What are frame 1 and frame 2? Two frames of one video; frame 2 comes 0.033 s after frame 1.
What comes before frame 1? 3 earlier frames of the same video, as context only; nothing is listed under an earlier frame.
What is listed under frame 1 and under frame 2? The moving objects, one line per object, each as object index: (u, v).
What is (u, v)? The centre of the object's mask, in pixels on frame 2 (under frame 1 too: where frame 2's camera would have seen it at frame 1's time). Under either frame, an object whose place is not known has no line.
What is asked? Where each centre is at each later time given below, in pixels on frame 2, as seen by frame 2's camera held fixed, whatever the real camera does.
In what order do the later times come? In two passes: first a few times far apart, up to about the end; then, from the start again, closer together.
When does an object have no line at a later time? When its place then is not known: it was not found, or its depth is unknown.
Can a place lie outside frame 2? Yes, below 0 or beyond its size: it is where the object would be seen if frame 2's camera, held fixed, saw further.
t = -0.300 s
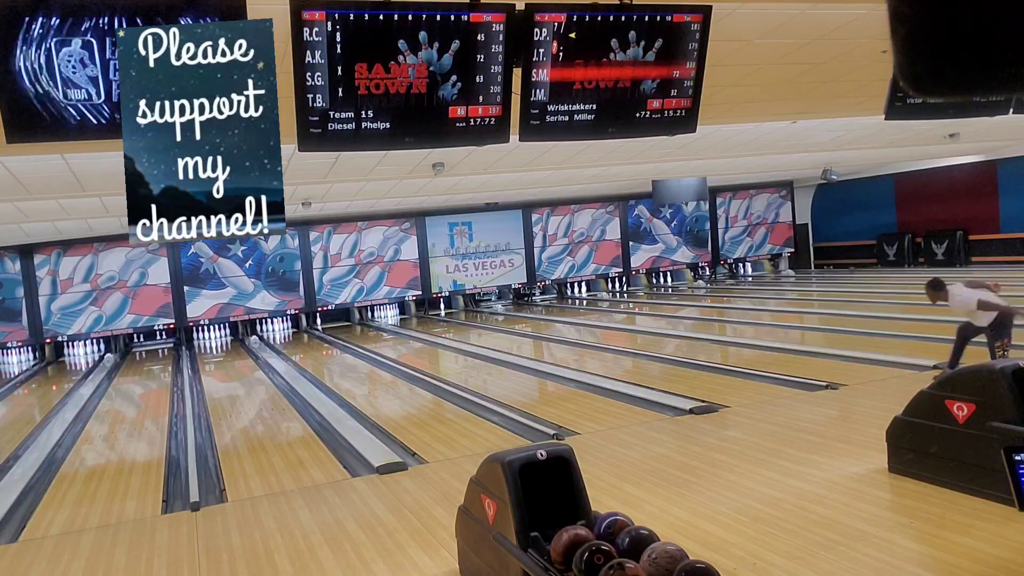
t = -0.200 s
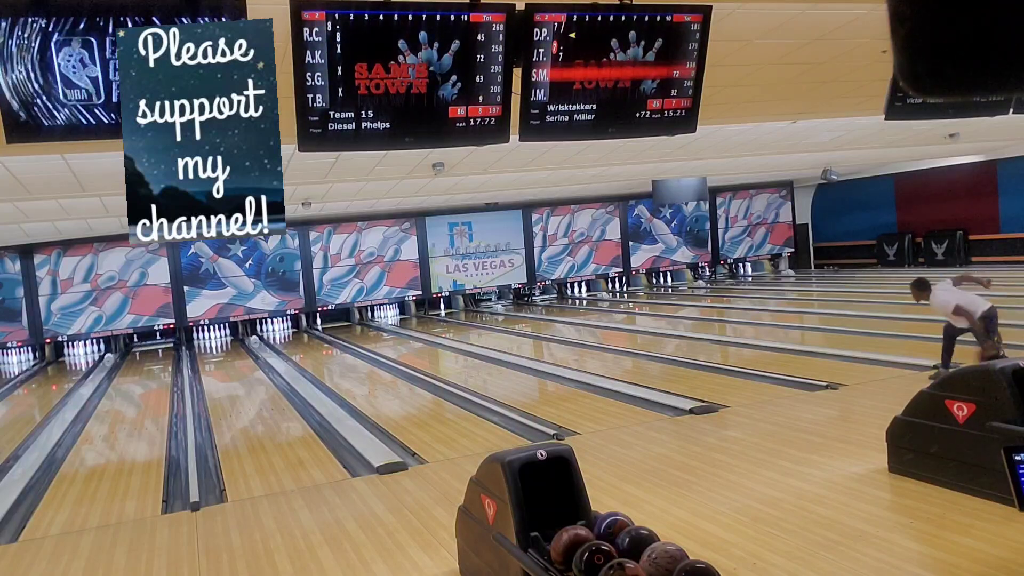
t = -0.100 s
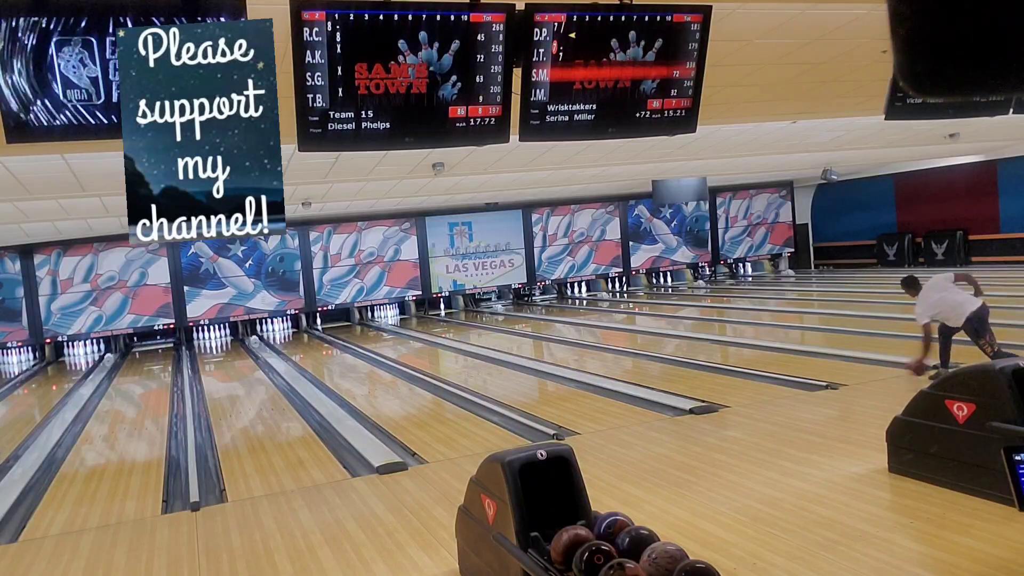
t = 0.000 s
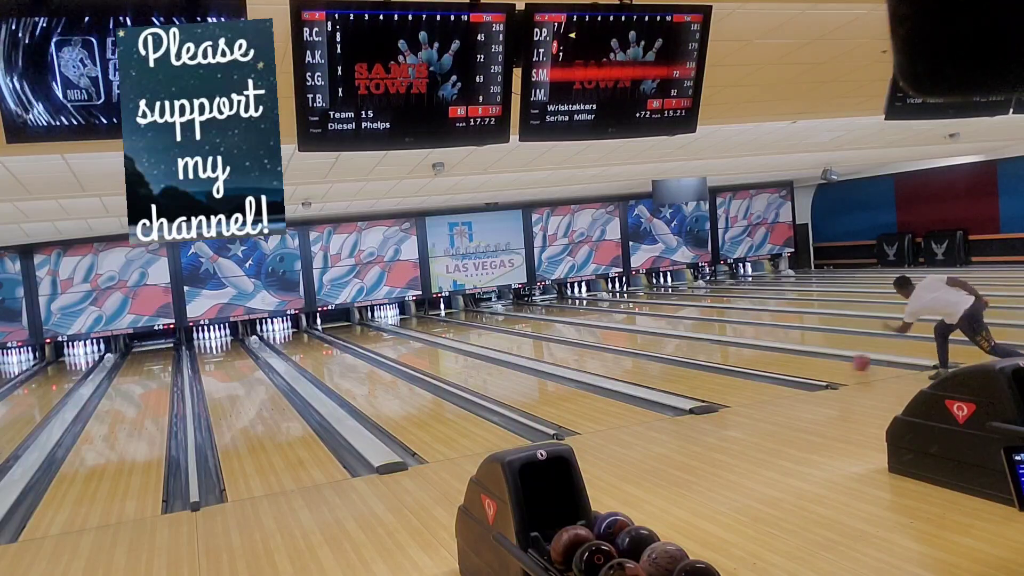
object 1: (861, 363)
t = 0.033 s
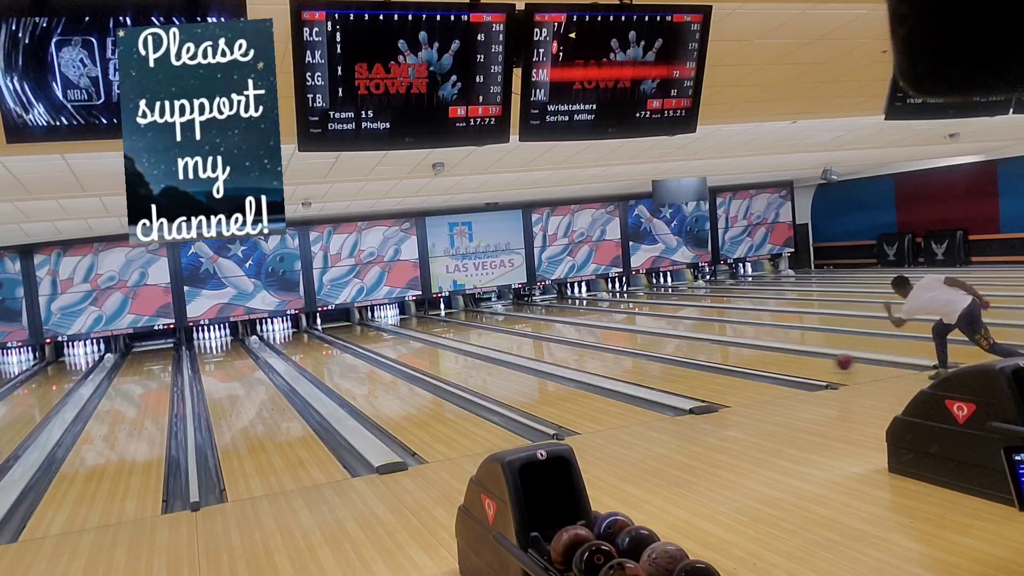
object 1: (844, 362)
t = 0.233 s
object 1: (756, 355)
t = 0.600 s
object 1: (644, 340)
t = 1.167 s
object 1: (536, 327)
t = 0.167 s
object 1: (783, 358)
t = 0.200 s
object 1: (770, 356)
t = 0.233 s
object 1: (756, 355)
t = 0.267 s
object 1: (744, 353)
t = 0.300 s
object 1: (732, 352)
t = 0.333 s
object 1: (721, 350)
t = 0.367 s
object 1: (710, 348)
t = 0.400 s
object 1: (699, 347)
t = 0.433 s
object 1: (689, 346)
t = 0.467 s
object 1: (679, 346)
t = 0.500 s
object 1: (670, 344)
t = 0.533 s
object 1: (661, 342)
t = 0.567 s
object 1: (652, 341)
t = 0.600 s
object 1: (644, 340)
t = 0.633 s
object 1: (635, 339)
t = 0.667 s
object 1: (628, 338)
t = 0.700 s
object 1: (620, 338)
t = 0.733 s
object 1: (612, 336)
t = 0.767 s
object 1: (606, 336)
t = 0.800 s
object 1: (599, 335)
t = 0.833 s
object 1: (592, 334)
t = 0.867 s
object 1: (586, 333)
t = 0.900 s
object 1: (579, 332)
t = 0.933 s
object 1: (574, 331)
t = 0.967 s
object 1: (568, 330)
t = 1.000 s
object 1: (562, 330)
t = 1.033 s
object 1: (556, 329)
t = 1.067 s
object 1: (551, 329)
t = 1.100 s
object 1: (546, 328)
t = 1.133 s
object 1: (541, 328)
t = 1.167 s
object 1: (536, 327)
